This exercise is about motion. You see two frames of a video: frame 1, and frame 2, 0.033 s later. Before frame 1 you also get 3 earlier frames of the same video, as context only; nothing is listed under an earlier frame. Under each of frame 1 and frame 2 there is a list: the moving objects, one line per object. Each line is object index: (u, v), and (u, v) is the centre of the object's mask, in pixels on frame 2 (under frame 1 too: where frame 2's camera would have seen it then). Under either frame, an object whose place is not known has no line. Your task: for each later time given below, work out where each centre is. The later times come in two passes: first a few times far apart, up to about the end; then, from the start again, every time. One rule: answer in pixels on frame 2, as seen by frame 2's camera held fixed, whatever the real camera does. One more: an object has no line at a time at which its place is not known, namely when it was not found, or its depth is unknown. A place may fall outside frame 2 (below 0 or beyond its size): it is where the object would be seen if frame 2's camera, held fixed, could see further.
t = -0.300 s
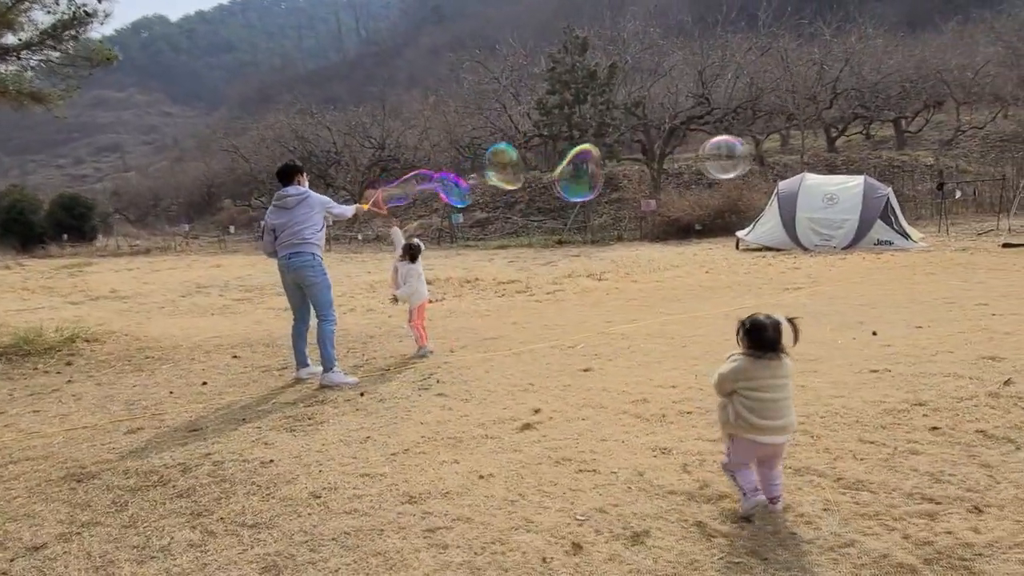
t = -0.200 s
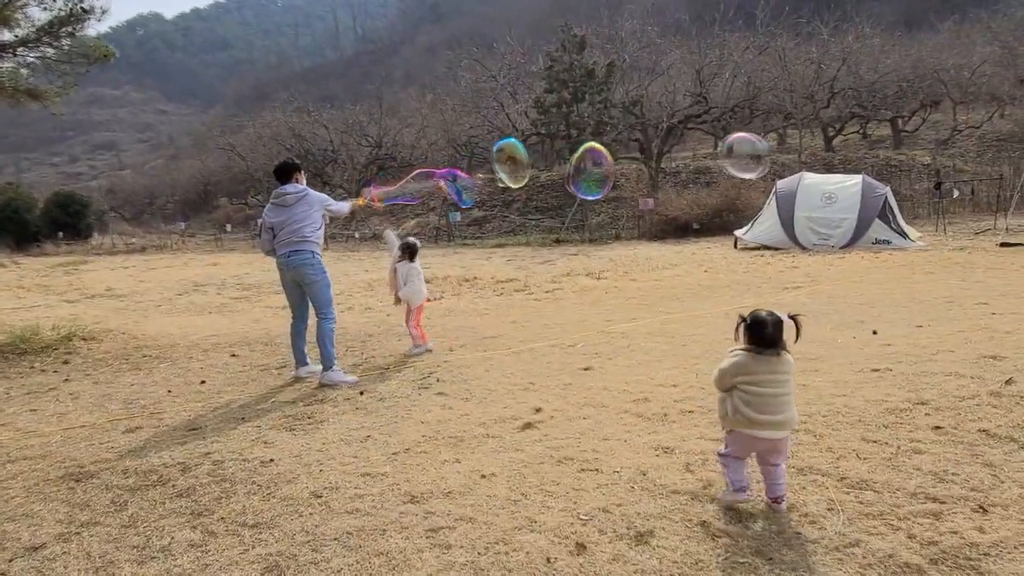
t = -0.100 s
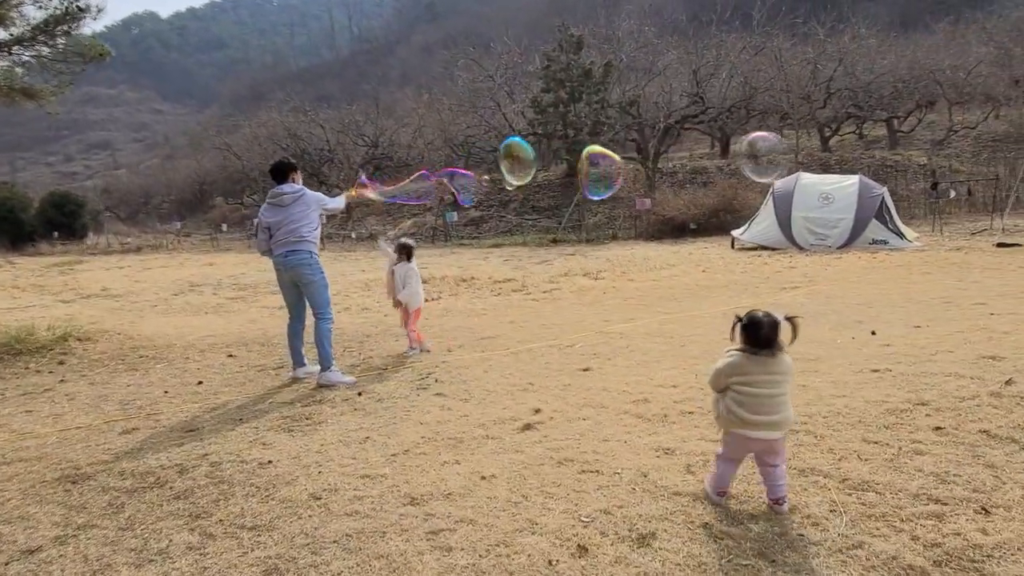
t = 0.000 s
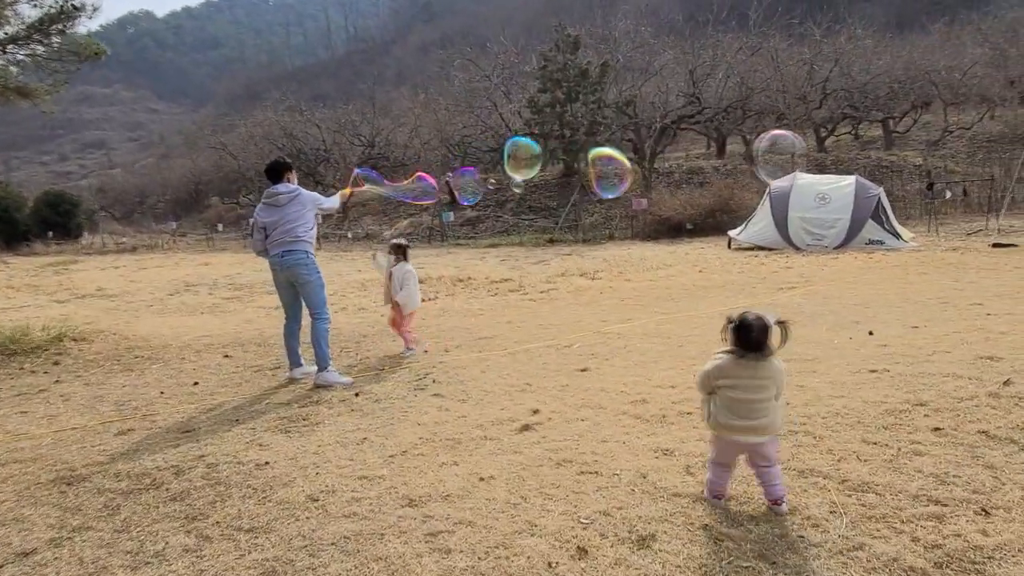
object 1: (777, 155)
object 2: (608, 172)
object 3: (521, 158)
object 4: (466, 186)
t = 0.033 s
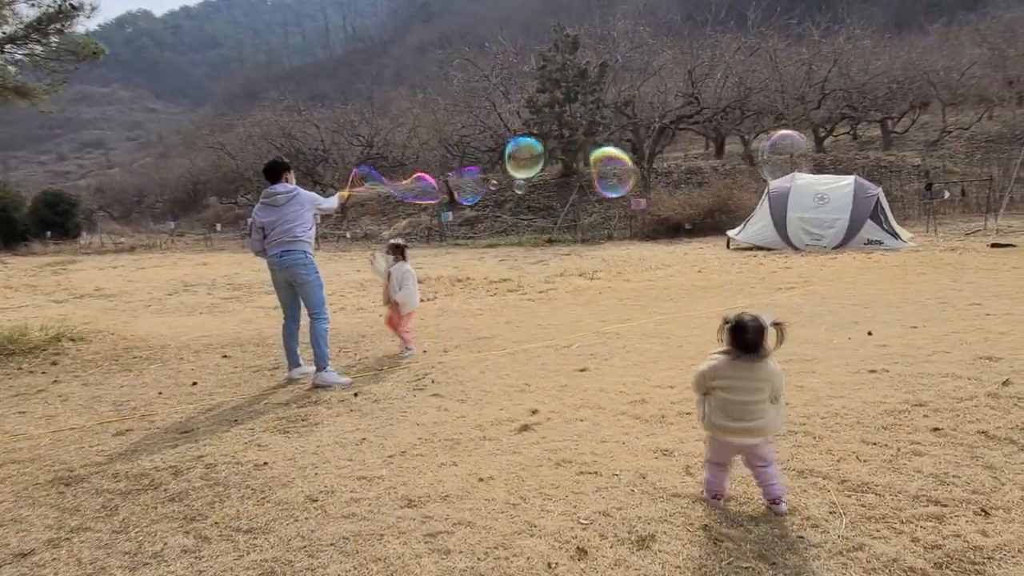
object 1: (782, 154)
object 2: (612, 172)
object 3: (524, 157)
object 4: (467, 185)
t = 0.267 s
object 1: (837, 156)
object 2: (640, 170)
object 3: (543, 154)
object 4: (490, 190)
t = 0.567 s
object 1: (898, 167)
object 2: (674, 169)
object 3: (567, 150)
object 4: (514, 194)
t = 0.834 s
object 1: (955, 173)
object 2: (706, 166)
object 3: (589, 144)
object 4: (536, 198)
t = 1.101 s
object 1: (1022, 180)
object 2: (743, 162)
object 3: (612, 139)
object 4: (558, 201)
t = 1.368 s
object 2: (783, 155)
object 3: (637, 137)
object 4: (580, 205)
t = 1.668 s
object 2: (835, 152)
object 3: (669, 132)
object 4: (605, 208)
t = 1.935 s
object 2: (885, 156)
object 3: (698, 130)
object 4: (628, 210)
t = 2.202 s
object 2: (934, 157)
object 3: (725, 126)
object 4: (650, 211)
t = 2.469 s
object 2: (988, 157)
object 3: (755, 121)
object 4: (674, 210)
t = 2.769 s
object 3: (788, 117)
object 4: (701, 208)
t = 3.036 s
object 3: (820, 113)
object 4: (724, 206)
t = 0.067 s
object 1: (792, 154)
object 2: (616, 171)
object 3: (527, 156)
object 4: (473, 185)
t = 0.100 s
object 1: (798, 154)
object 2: (620, 171)
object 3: (530, 156)
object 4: (476, 186)
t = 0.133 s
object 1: (809, 153)
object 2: (624, 171)
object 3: (533, 156)
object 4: (479, 187)
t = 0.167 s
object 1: (813, 154)
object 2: (628, 170)
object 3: (535, 155)
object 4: (482, 188)
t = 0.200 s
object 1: (821, 155)
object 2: (633, 170)
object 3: (538, 155)
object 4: (484, 188)
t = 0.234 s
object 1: (829, 156)
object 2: (637, 170)
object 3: (541, 155)
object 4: (488, 190)
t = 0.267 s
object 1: (837, 156)
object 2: (640, 170)
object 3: (543, 154)
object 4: (490, 190)
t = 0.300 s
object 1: (845, 157)
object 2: (645, 170)
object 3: (546, 153)
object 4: (492, 191)
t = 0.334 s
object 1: (851, 159)
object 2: (648, 170)
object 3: (549, 153)
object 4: (494, 192)
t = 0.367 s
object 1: (858, 160)
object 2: (652, 170)
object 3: (551, 153)
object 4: (496, 192)
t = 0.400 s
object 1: (864, 161)
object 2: (655, 170)
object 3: (554, 151)
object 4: (500, 192)
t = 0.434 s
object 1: (872, 163)
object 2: (659, 170)
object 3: (557, 151)
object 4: (502, 192)
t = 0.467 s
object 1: (878, 164)
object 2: (663, 169)
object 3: (560, 151)
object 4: (506, 193)
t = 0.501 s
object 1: (884, 165)
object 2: (666, 169)
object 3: (562, 150)
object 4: (508, 193)
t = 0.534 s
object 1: (890, 166)
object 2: (670, 169)
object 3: (565, 150)
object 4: (511, 194)
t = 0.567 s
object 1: (898, 167)
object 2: (674, 169)
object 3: (567, 150)
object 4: (514, 194)
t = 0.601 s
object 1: (905, 168)
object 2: (679, 168)
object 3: (570, 149)
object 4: (517, 195)
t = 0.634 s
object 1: (913, 169)
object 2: (683, 167)
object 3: (573, 148)
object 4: (519, 195)
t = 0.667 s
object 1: (919, 169)
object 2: (687, 167)
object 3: (575, 147)
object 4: (522, 196)
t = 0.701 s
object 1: (927, 171)
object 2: (690, 167)
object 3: (578, 146)
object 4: (525, 196)
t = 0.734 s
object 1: (935, 171)
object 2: (694, 167)
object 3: (581, 146)
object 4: (528, 196)
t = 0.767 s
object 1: (942, 171)
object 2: (698, 167)
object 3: (584, 145)
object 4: (531, 196)
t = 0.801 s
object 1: (949, 172)
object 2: (702, 167)
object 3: (587, 145)
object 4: (534, 197)
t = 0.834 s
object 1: (955, 173)
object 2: (706, 166)
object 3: (589, 144)
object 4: (536, 198)
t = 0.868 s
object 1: (963, 174)
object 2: (711, 166)
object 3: (592, 144)
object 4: (538, 198)
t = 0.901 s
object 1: (970, 175)
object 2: (715, 165)
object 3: (595, 143)
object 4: (541, 199)
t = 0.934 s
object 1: (980, 176)
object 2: (720, 164)
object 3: (597, 143)
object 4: (543, 199)
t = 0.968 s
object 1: (987, 177)
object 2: (725, 164)
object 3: (600, 142)
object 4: (546, 199)
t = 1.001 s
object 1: (996, 177)
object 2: (729, 163)
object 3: (603, 142)
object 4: (548, 199)
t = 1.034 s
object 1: (1004, 178)
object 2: (734, 163)
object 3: (606, 141)
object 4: (551, 200)
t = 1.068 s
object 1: (1013, 179)
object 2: (739, 162)
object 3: (609, 140)
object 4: (555, 201)
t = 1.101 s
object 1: (1022, 180)
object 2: (743, 162)
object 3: (612, 139)
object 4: (558, 201)
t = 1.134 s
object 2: (747, 162)
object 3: (616, 139)
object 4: (562, 202)
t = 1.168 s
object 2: (752, 161)
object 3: (619, 139)
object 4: (564, 202)
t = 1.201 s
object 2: (756, 160)
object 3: (622, 138)
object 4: (566, 203)
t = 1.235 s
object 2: (761, 160)
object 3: (625, 139)
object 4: (569, 203)
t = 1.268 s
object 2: (766, 158)
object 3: (627, 138)
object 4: (571, 204)
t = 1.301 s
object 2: (771, 157)
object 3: (631, 138)
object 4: (574, 204)
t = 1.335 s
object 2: (777, 156)
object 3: (634, 137)
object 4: (577, 204)
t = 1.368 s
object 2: (783, 155)
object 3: (637, 137)
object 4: (580, 205)
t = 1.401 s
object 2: (789, 154)
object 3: (641, 137)
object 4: (583, 206)
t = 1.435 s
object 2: (797, 153)
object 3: (645, 136)
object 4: (586, 206)
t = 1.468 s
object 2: (802, 153)
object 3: (648, 136)
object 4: (589, 206)
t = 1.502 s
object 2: (807, 153)
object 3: (652, 135)
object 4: (591, 207)
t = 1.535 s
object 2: (813, 152)
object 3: (656, 135)
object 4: (593, 207)
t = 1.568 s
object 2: (818, 152)
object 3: (659, 134)
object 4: (597, 207)
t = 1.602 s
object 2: (824, 152)
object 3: (662, 133)
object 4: (600, 208)
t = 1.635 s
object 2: (829, 152)
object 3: (665, 133)
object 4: (603, 208)
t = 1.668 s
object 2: (835, 152)
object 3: (669, 132)
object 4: (605, 208)
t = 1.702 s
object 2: (841, 153)
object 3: (672, 132)
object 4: (608, 209)
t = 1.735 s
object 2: (848, 153)
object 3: (676, 132)
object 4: (612, 209)
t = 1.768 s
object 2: (855, 154)
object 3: (680, 131)
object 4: (615, 210)
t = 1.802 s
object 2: (861, 155)
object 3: (684, 130)
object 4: (618, 210)
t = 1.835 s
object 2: (867, 155)
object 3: (687, 130)
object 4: (620, 210)
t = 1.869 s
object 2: (873, 155)
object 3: (691, 130)
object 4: (623, 210)
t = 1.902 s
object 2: (879, 156)
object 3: (694, 130)
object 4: (625, 210)
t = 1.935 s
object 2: (885, 156)
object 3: (698, 130)
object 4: (628, 210)
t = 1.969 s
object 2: (890, 157)
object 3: (702, 130)
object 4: (631, 211)
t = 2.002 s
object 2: (896, 157)
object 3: (704, 130)
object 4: (633, 211)
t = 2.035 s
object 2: (902, 157)
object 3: (707, 129)
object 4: (636, 211)
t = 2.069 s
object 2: (908, 157)
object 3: (711, 128)
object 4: (639, 211)
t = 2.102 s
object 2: (914, 157)
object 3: (714, 128)
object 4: (643, 211)
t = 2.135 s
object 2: (921, 157)
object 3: (719, 127)
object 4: (645, 210)
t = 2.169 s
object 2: (926, 157)
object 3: (722, 127)
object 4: (647, 211)
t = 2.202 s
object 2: (934, 157)
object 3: (725, 126)
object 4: (650, 211)
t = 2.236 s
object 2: (941, 157)
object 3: (729, 126)
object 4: (653, 211)
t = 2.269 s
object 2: (948, 157)
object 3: (733, 125)
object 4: (656, 212)
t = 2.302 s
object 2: (955, 157)
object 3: (736, 125)
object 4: (659, 212)
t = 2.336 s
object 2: (961, 157)
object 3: (740, 124)
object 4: (662, 212)
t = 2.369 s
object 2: (967, 157)
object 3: (744, 123)
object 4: (665, 211)
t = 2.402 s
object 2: (975, 157)
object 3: (747, 123)
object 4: (668, 211)
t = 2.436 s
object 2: (981, 157)
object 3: (751, 122)
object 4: (672, 211)
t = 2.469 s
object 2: (988, 157)
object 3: (755, 121)
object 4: (674, 210)
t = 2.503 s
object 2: (995, 157)
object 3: (758, 120)
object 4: (677, 210)
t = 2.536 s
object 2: (1003, 158)
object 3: (762, 120)
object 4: (680, 210)
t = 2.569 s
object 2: (1009, 158)
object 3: (766, 120)
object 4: (682, 210)
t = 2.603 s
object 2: (1018, 159)
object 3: (769, 120)
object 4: (685, 210)
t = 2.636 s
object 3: (773, 120)
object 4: (688, 210)
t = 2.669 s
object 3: (777, 119)
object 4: (691, 210)
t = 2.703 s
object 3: (780, 118)
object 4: (694, 209)
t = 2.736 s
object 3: (784, 118)
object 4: (698, 209)
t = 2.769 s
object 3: (788, 117)
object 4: (701, 208)
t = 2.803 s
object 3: (791, 116)
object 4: (703, 208)
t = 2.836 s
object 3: (796, 116)
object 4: (707, 209)
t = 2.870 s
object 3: (799, 115)
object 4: (709, 209)
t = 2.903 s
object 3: (803, 115)
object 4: (712, 208)
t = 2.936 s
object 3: (807, 114)
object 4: (714, 208)
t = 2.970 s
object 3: (811, 114)
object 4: (717, 208)
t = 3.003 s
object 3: (815, 113)
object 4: (721, 207)
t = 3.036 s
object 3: (820, 113)
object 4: (724, 206)
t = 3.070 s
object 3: (824, 112)
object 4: (726, 206)
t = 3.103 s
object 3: (828, 112)
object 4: (729, 205)
